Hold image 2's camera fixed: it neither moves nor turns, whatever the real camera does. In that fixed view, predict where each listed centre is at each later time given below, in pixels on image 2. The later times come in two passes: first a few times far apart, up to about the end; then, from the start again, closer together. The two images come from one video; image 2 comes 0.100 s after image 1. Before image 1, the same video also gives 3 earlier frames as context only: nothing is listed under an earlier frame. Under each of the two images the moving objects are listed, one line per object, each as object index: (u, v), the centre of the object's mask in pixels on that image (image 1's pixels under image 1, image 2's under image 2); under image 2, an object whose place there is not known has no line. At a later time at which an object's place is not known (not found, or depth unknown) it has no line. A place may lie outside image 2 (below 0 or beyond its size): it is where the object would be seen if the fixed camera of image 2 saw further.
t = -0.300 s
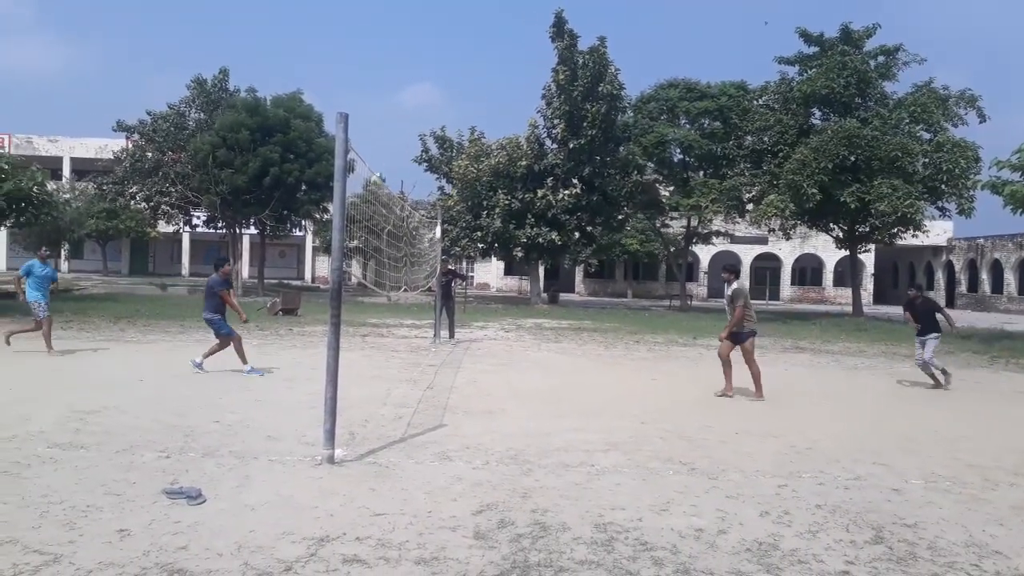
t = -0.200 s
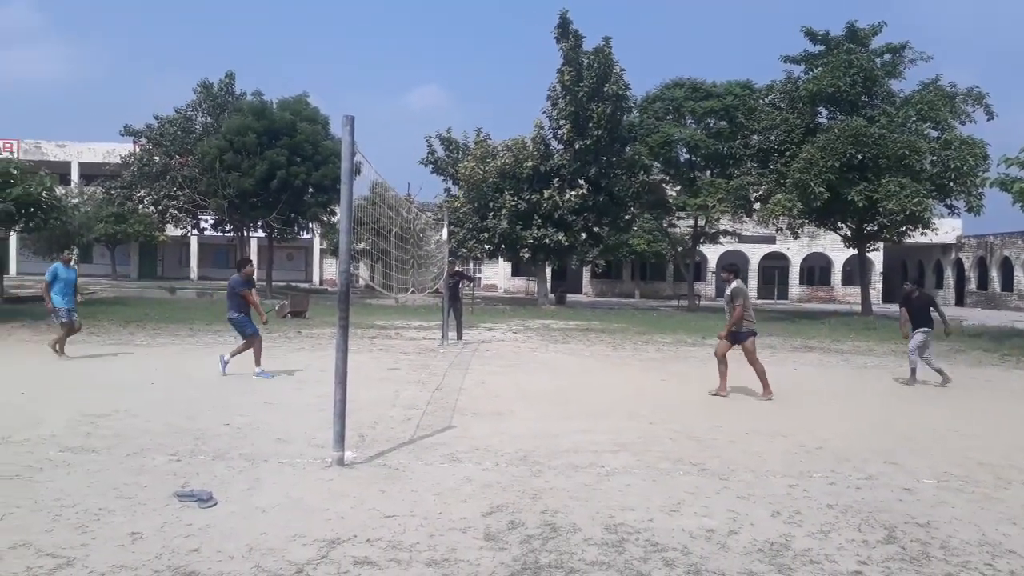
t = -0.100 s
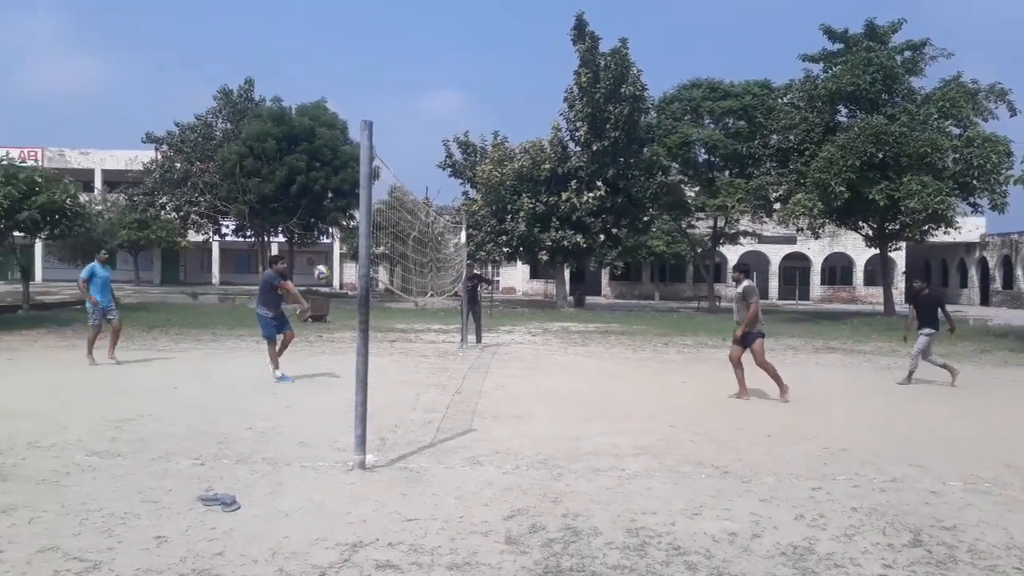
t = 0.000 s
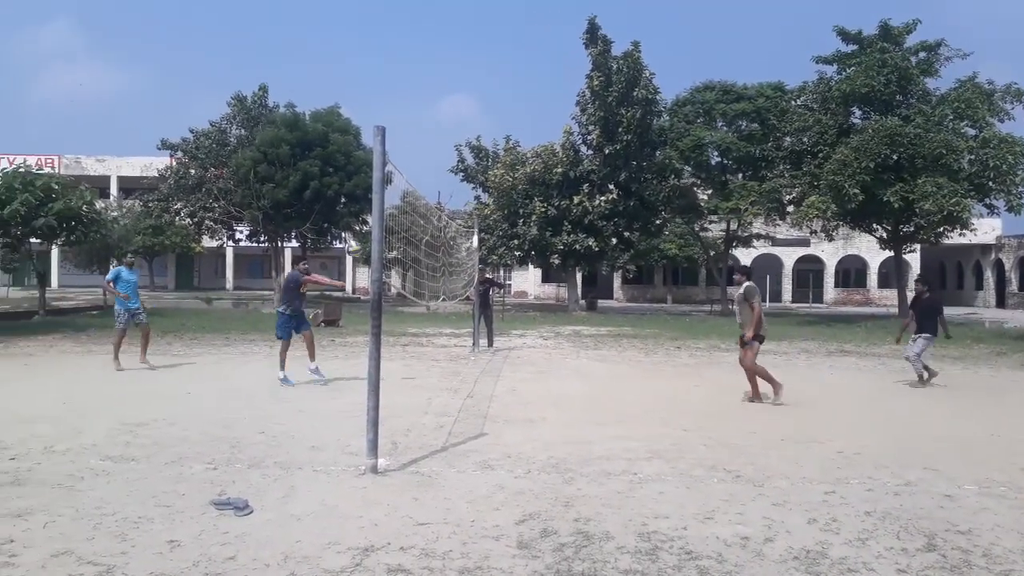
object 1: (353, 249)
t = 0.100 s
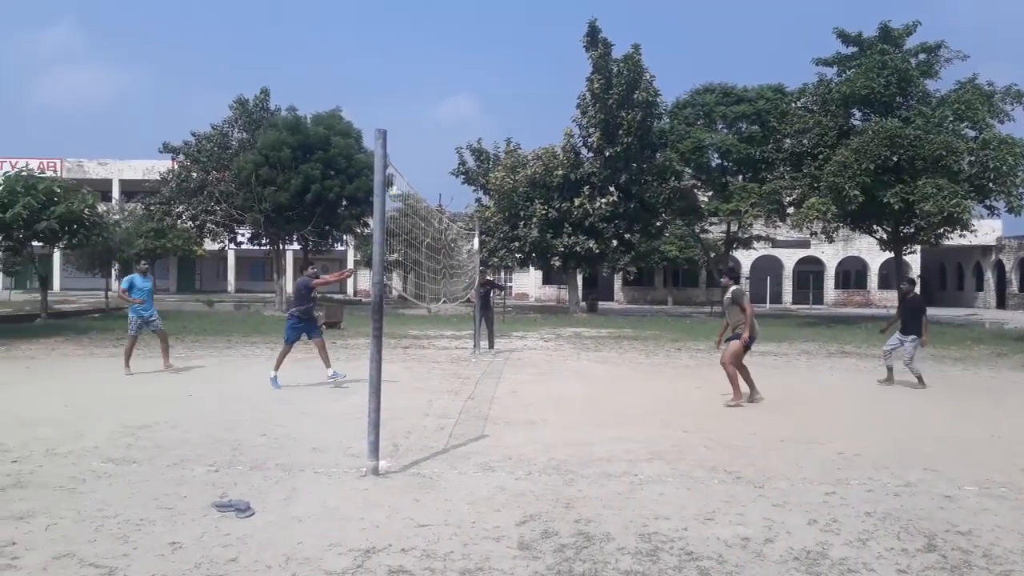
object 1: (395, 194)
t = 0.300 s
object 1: (481, 97)
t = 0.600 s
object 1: (615, 0)
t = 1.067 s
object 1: (834, 0)
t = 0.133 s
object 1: (411, 177)
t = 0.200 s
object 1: (438, 143)
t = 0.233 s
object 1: (452, 127)
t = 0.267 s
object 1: (466, 111)
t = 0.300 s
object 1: (481, 97)
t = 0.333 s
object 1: (495, 82)
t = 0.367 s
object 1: (509, 69)
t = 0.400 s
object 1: (525, 57)
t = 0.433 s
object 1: (539, 45)
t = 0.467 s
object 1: (554, 35)
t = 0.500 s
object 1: (569, 25)
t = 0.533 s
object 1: (584, 16)
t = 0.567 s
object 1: (599, 8)
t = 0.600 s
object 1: (615, 0)
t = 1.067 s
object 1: (834, 0)
